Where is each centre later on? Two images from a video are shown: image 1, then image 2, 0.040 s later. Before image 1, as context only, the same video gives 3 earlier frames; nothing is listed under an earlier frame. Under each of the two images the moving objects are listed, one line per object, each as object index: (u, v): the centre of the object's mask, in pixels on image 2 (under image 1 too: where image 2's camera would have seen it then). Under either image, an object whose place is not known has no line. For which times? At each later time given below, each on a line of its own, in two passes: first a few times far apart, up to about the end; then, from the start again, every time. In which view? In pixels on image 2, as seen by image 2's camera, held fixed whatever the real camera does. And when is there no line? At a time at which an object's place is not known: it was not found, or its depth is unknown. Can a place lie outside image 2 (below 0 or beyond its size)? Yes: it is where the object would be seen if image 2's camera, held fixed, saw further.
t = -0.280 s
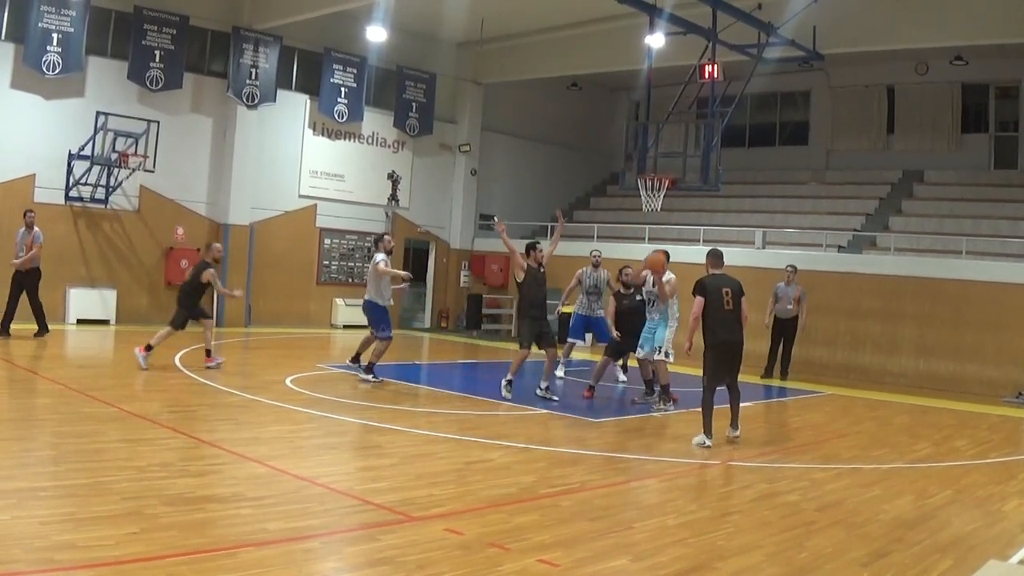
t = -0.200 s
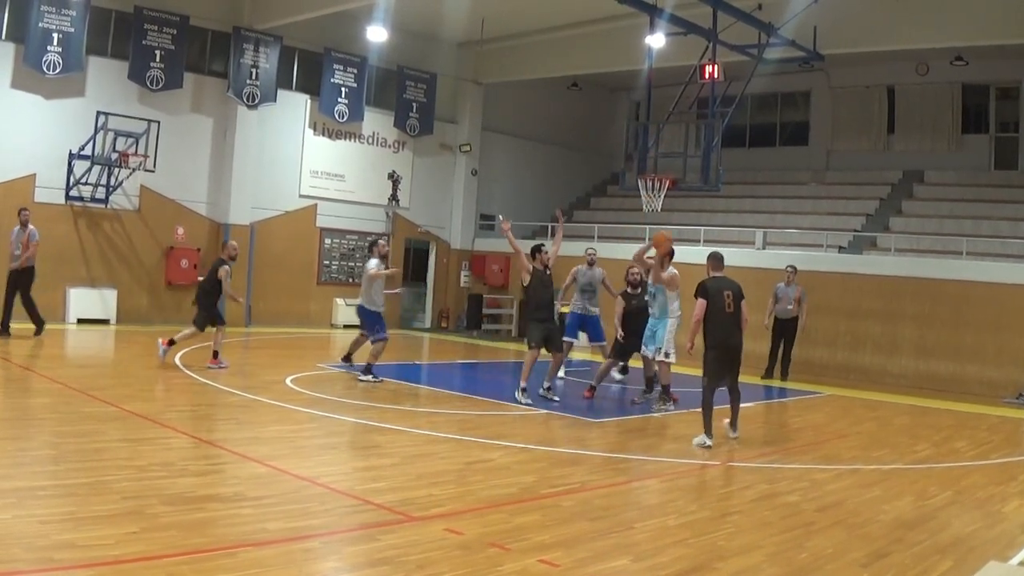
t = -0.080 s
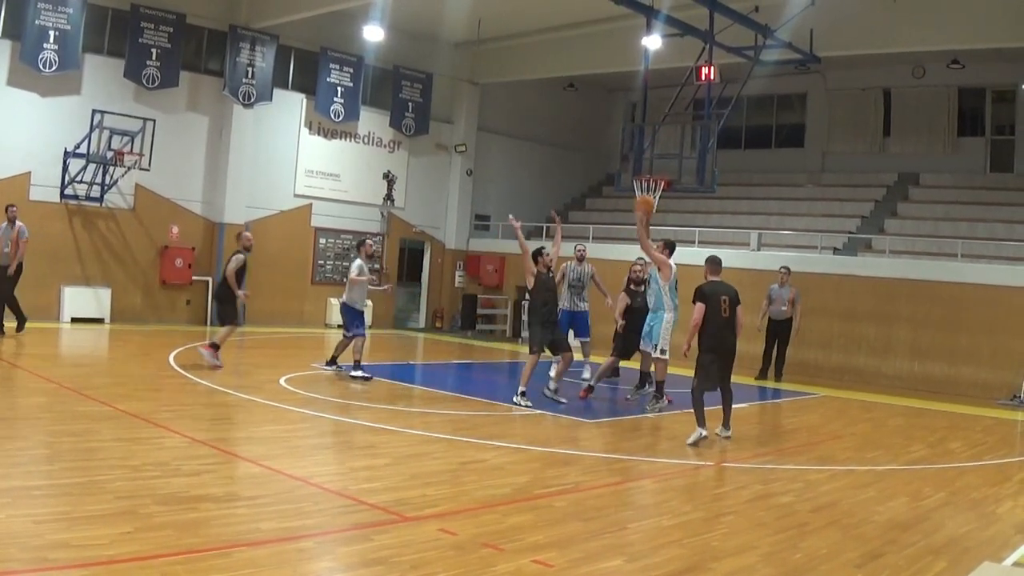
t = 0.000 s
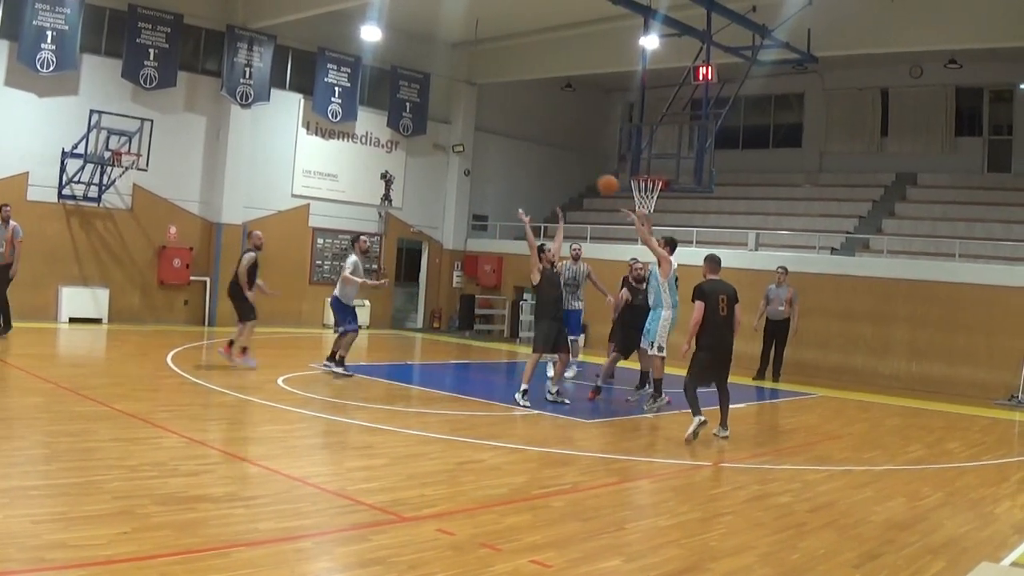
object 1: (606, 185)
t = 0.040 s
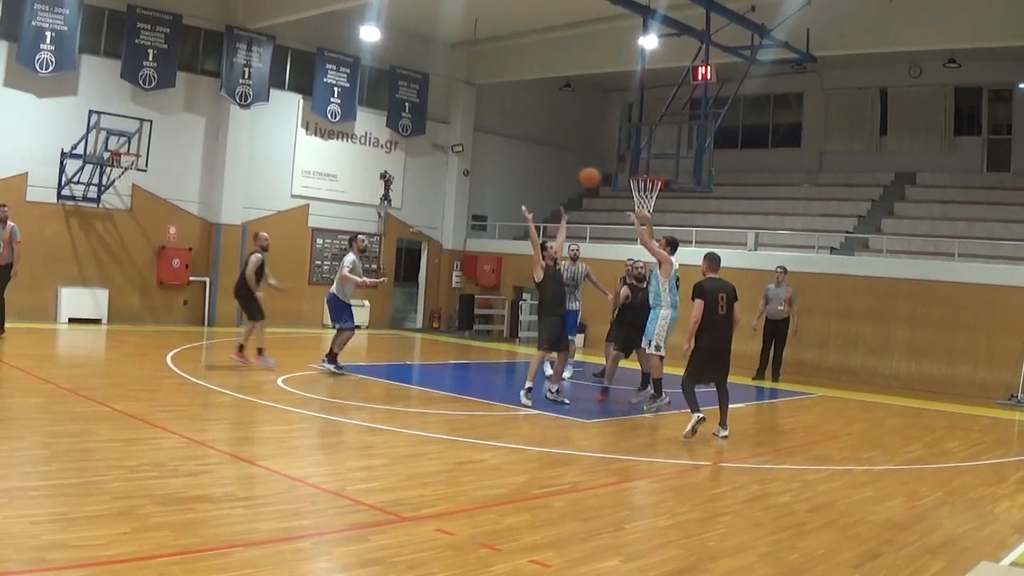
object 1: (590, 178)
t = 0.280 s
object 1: (492, 162)
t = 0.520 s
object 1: (408, 191)
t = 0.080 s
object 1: (572, 171)
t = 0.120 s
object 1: (556, 167)
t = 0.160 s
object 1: (539, 164)
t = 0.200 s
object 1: (523, 162)
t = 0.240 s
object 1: (508, 162)
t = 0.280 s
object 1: (492, 162)
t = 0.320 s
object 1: (478, 165)
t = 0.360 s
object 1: (463, 168)
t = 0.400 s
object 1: (448, 172)
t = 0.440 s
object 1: (435, 177)
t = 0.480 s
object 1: (422, 184)
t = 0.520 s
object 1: (408, 191)
